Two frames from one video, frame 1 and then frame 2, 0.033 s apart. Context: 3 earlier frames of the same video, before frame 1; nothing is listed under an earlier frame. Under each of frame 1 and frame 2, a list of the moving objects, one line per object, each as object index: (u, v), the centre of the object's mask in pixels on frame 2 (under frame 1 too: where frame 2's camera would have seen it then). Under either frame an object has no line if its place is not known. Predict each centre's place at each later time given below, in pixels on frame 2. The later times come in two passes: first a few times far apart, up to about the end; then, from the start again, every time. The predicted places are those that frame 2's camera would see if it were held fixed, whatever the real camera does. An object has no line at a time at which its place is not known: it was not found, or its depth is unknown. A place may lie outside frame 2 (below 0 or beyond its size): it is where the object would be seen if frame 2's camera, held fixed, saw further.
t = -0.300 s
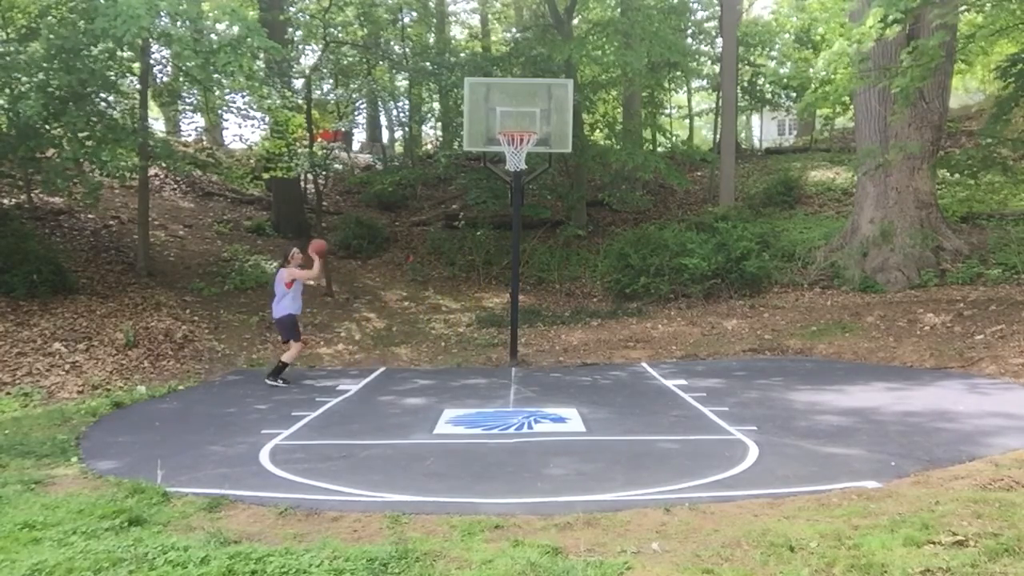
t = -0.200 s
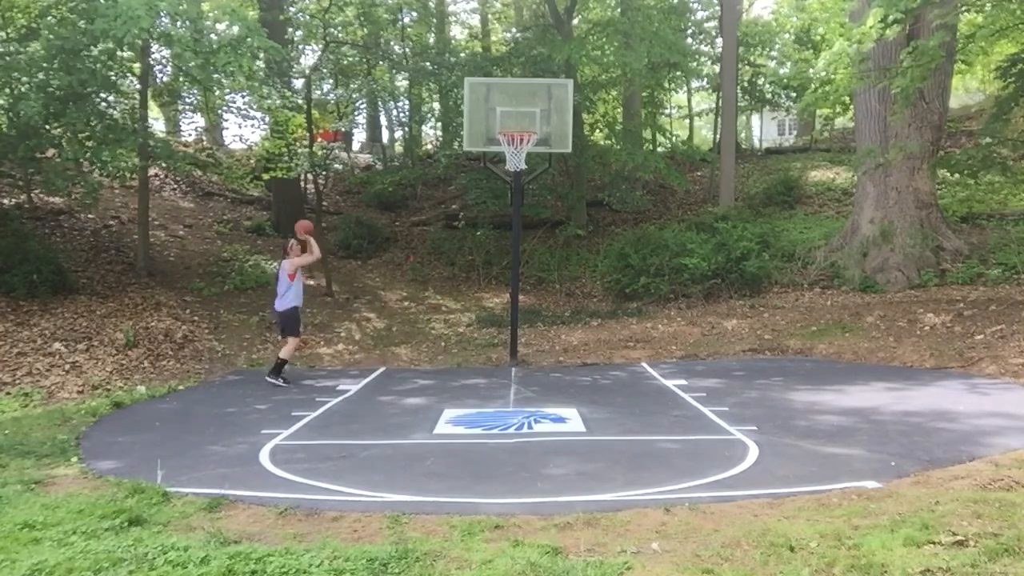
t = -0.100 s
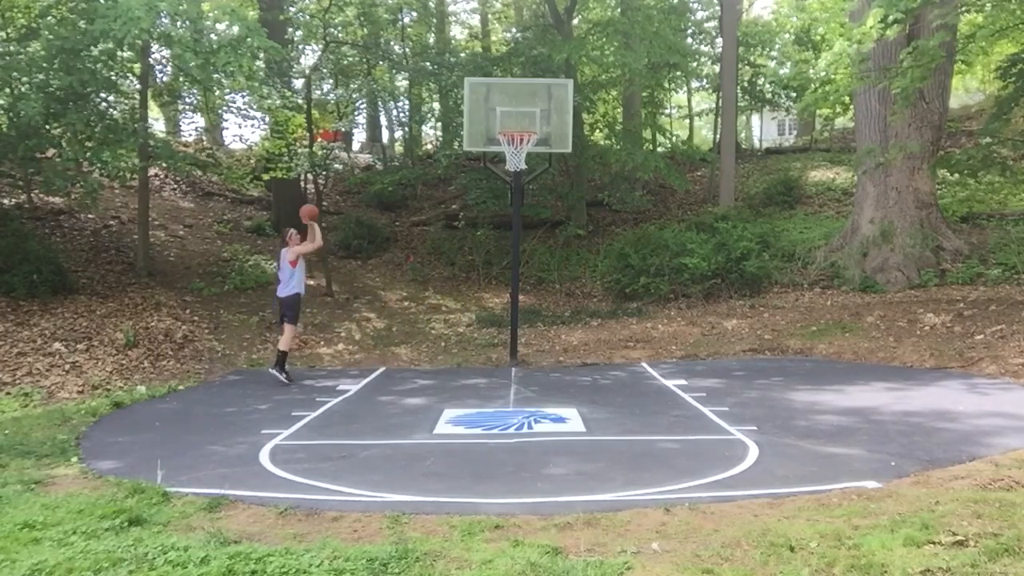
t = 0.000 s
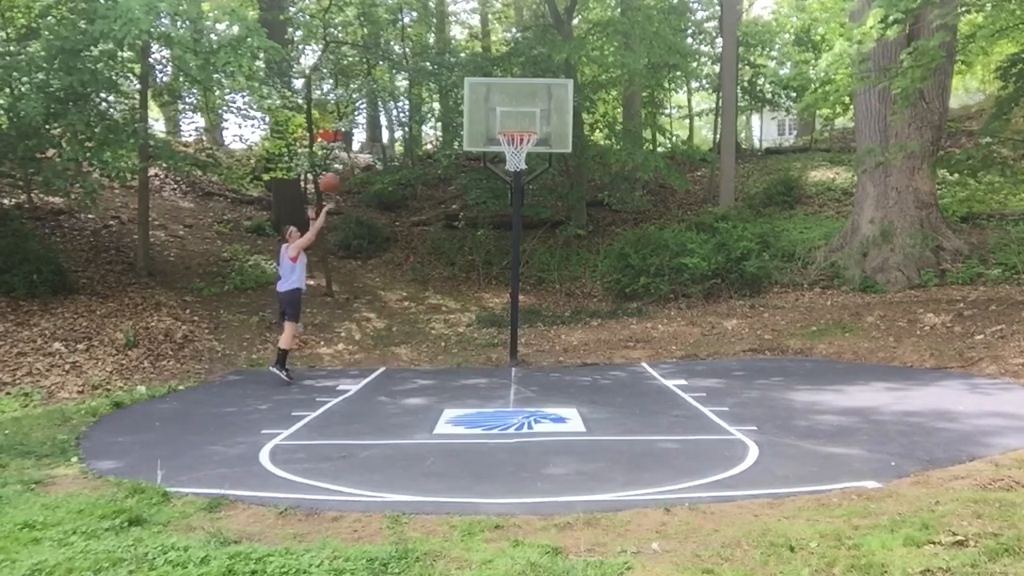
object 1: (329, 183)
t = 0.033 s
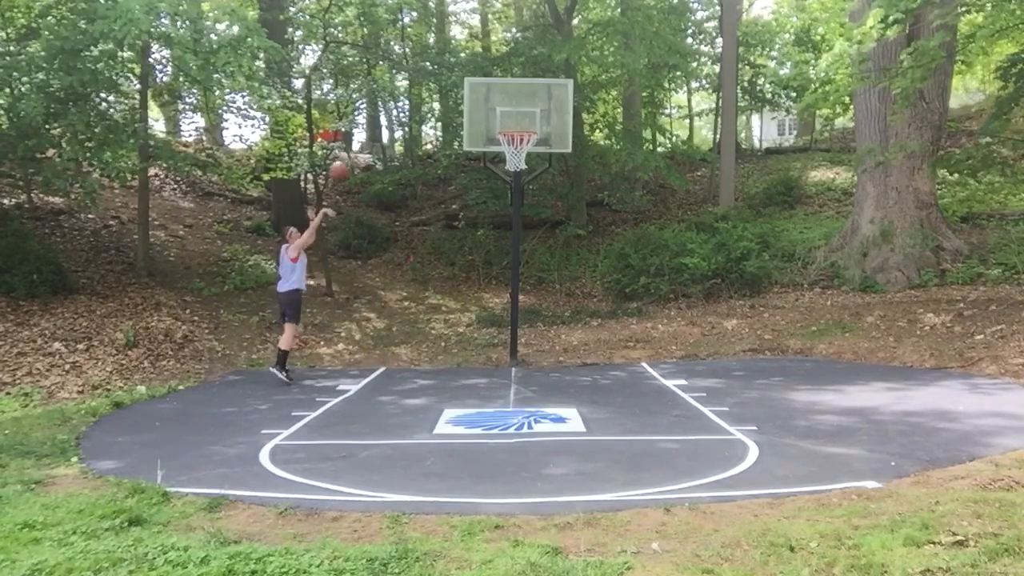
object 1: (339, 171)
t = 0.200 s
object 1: (384, 130)
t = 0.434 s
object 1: (456, 110)
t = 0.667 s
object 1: (493, 114)
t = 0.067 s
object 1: (348, 161)
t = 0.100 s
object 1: (358, 151)
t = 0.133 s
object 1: (367, 144)
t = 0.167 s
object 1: (376, 136)
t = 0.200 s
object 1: (384, 130)
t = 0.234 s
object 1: (394, 124)
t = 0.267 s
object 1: (403, 119)
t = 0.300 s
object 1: (412, 116)
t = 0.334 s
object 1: (420, 112)
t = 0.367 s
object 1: (430, 111)
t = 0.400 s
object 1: (449, 109)
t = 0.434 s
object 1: (456, 110)
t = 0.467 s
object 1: (465, 112)
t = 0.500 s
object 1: (474, 116)
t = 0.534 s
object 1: (483, 119)
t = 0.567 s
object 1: (491, 123)
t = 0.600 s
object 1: (495, 123)
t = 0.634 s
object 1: (494, 118)
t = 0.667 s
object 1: (493, 114)
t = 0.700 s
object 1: (492, 111)
